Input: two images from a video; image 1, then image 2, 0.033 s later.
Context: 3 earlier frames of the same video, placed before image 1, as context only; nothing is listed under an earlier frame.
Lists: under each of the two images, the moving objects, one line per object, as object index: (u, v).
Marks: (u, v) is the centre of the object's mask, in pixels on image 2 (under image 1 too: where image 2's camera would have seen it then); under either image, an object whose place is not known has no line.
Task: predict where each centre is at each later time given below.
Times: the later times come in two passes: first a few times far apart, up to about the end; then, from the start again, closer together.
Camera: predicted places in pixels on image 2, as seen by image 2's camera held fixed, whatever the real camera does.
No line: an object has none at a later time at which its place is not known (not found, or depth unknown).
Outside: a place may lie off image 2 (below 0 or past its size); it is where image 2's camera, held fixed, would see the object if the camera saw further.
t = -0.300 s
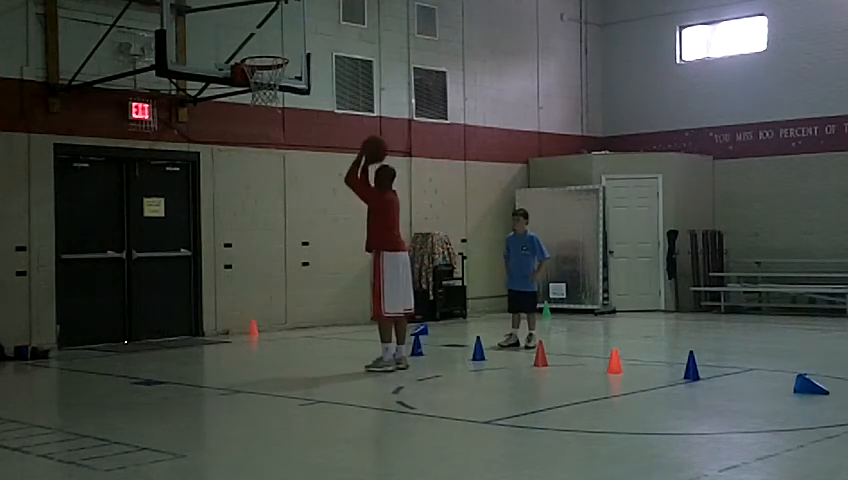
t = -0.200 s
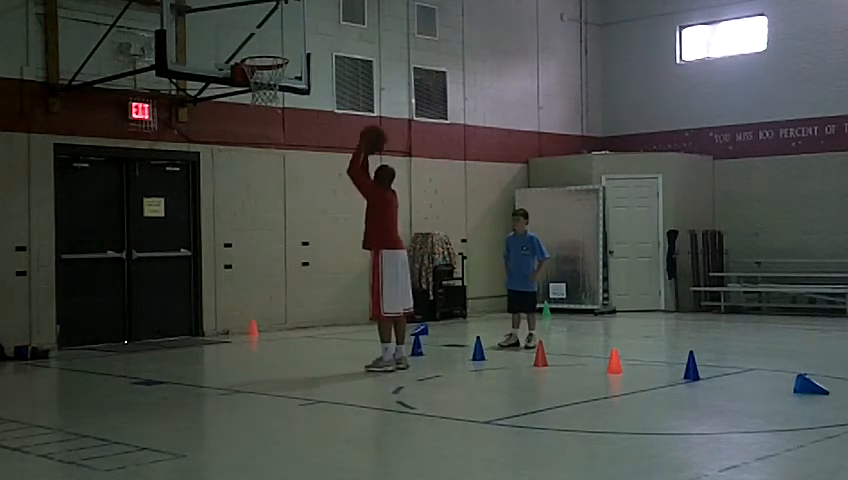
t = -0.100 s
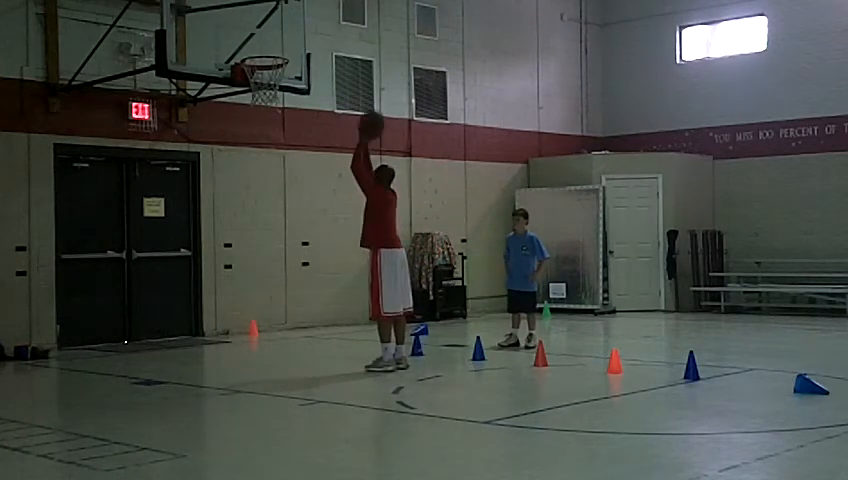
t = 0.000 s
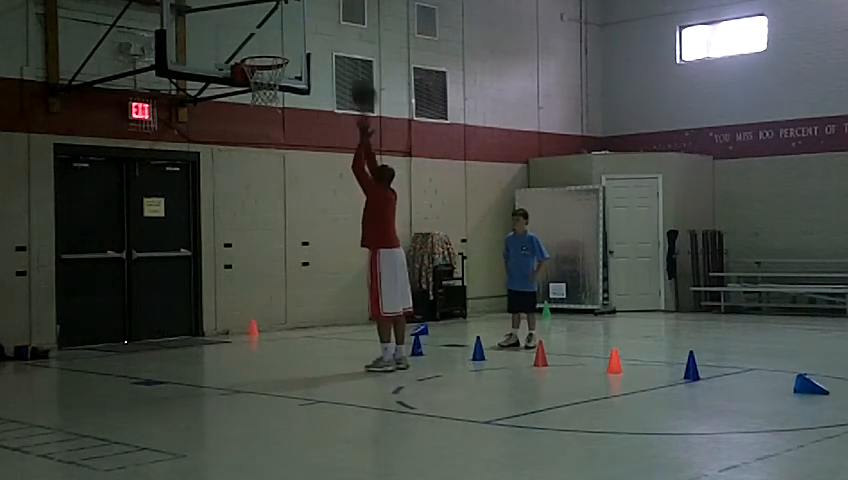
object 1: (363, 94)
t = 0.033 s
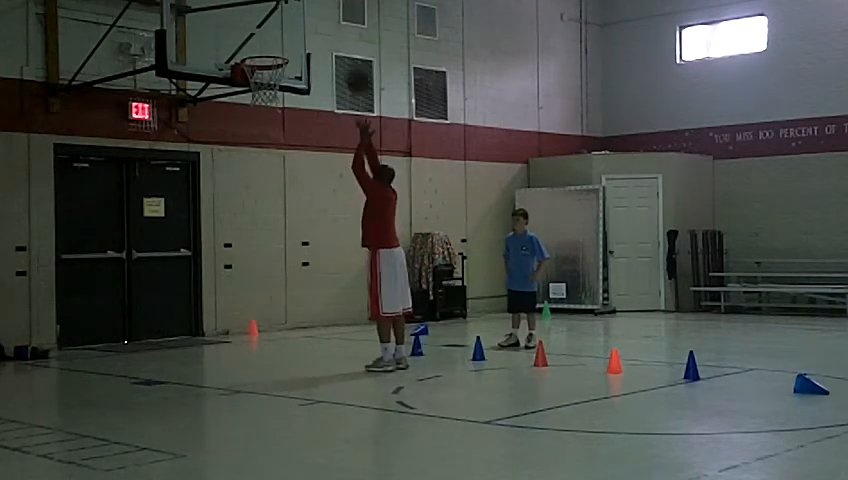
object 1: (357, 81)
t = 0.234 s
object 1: (329, 30)
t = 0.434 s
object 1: (302, 22)
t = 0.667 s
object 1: (278, 47)
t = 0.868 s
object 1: (264, 73)
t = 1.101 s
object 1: (254, 111)
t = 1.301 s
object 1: (249, 172)
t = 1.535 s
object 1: (243, 292)
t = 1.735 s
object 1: (238, 293)
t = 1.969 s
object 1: (235, 220)
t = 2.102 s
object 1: (233, 202)
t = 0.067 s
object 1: (354, 70)
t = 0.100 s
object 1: (348, 58)
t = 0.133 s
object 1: (343, 49)
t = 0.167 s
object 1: (338, 41)
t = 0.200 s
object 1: (333, 35)
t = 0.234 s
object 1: (329, 30)
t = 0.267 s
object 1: (324, 26)
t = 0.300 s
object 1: (320, 23)
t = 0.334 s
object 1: (316, 21)
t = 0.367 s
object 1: (311, 20)
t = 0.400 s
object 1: (307, 21)
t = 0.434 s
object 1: (302, 22)
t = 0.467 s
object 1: (298, 25)
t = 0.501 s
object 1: (294, 29)
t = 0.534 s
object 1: (289, 34)
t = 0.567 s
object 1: (286, 39)
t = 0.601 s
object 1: (282, 45)
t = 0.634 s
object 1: (280, 46)
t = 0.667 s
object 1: (278, 47)
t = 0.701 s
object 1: (275, 48)
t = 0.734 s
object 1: (273, 52)
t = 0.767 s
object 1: (271, 55)
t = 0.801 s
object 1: (268, 60)
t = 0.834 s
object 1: (265, 67)
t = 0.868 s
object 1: (264, 73)
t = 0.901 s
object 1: (265, 78)
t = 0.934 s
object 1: (261, 88)
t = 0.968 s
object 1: (260, 89)
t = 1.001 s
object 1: (258, 93)
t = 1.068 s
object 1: (255, 104)
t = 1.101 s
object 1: (254, 111)
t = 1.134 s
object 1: (252, 118)
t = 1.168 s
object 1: (252, 127)
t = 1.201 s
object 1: (251, 138)
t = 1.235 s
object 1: (250, 149)
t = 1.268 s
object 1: (250, 160)
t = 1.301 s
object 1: (249, 172)
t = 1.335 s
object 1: (248, 186)
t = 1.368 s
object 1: (247, 201)
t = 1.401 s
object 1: (246, 217)
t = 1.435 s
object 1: (245, 234)
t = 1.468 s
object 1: (244, 251)
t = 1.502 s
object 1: (244, 273)
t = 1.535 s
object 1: (243, 292)
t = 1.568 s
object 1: (242, 313)
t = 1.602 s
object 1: (240, 336)
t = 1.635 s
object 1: (240, 337)
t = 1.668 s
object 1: (239, 322)
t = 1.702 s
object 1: (239, 306)
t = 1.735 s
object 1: (238, 293)
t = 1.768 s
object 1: (238, 280)
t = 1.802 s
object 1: (237, 267)
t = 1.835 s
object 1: (237, 255)
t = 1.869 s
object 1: (236, 245)
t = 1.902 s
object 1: (236, 235)
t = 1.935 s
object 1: (235, 227)
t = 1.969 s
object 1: (235, 220)
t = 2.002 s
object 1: (234, 214)
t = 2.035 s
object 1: (234, 209)
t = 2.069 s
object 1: (233, 205)
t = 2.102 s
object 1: (233, 202)
